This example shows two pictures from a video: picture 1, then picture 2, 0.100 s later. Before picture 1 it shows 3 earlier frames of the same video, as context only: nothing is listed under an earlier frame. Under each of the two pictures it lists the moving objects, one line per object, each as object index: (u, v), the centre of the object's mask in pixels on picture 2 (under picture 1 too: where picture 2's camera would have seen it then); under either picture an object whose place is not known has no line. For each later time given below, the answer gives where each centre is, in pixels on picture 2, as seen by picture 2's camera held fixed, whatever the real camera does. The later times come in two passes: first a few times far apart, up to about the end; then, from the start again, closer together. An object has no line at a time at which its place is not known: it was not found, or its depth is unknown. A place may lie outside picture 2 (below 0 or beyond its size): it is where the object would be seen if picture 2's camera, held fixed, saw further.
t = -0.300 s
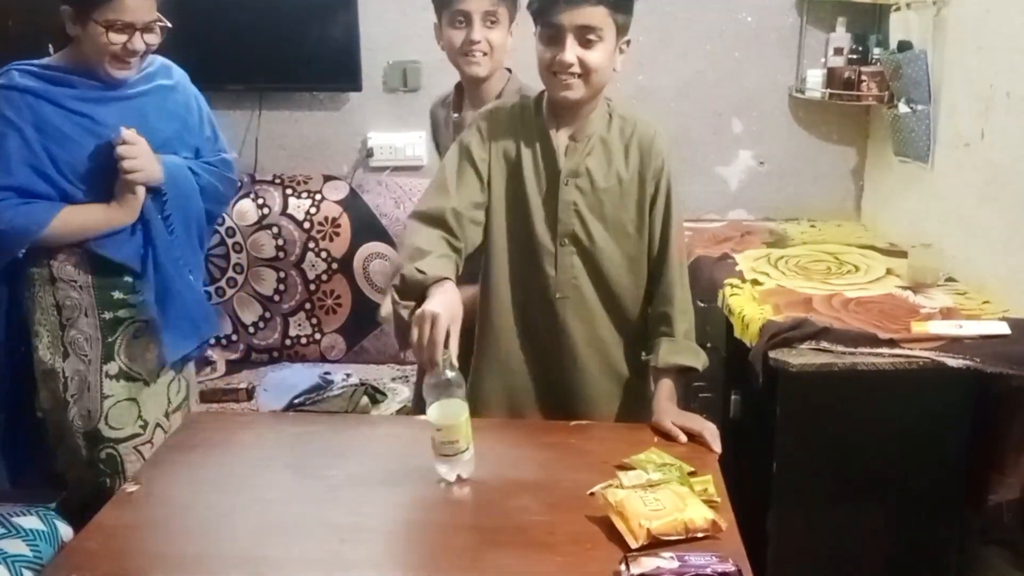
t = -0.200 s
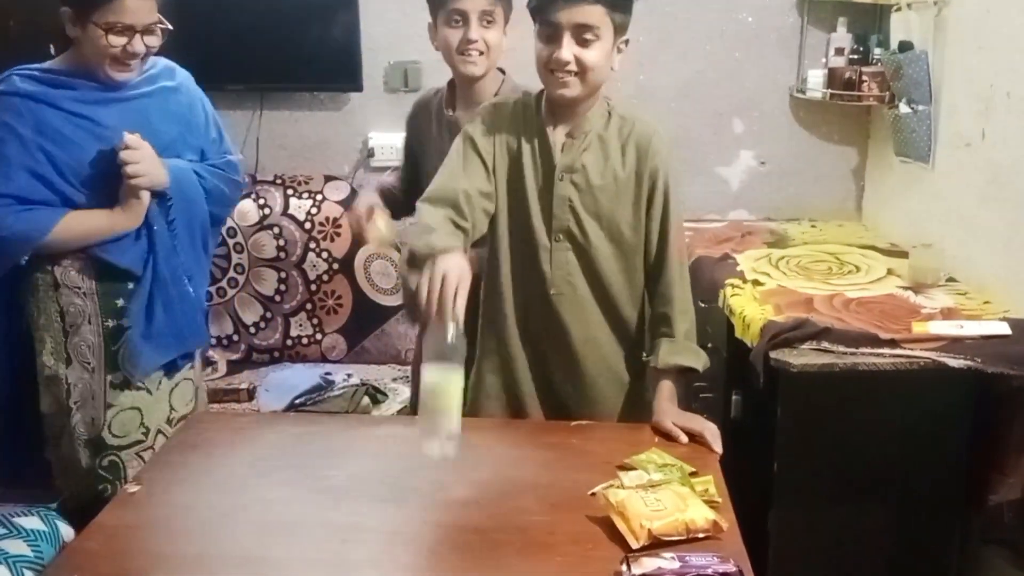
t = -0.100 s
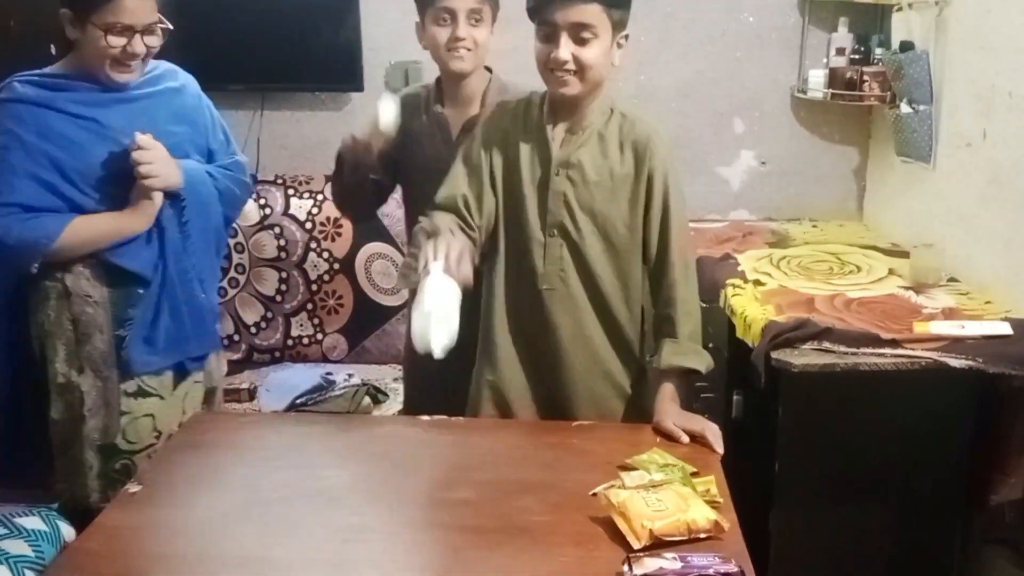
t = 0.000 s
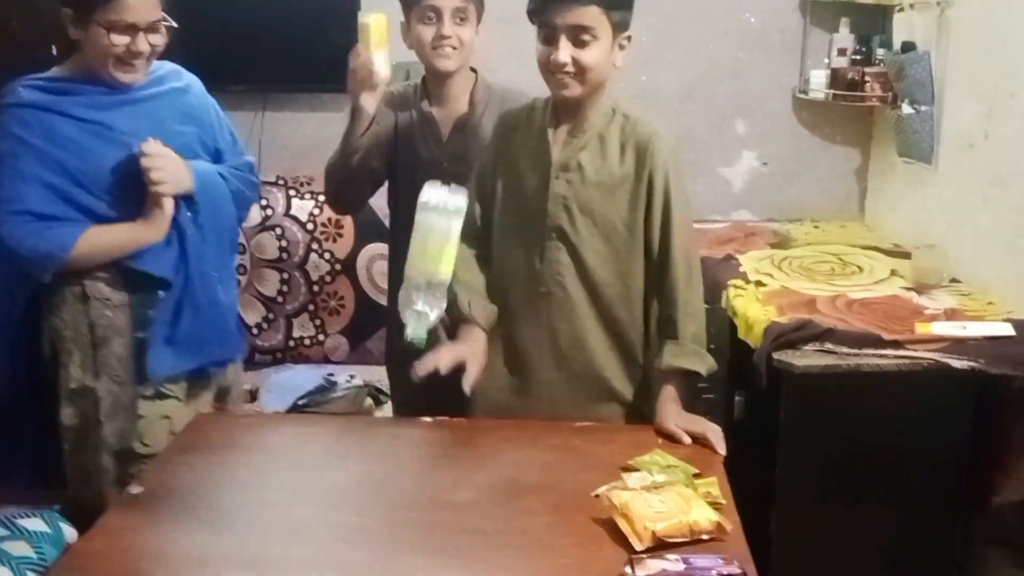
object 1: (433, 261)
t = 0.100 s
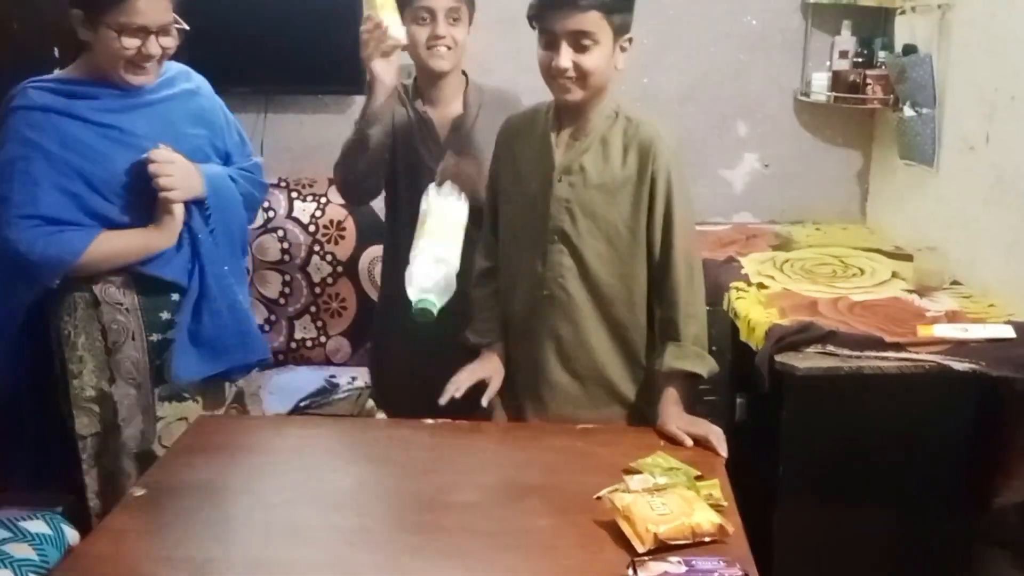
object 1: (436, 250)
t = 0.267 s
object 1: (439, 422)
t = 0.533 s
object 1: (455, 543)
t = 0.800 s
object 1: (451, 545)
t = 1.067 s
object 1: (454, 544)
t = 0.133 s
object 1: (437, 265)
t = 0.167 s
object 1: (437, 290)
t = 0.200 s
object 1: (438, 324)
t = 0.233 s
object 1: (438, 370)
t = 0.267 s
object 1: (439, 422)
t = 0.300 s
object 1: (440, 481)
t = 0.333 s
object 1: (450, 512)
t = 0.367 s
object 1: (446, 539)
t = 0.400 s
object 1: (447, 541)
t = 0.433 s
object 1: (451, 542)
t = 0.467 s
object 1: (452, 543)
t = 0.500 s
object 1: (454, 543)
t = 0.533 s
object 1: (455, 543)
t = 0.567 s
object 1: (457, 543)
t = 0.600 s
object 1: (457, 544)
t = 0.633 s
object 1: (457, 544)
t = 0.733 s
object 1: (453, 545)
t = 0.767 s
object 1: (451, 545)
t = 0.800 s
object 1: (451, 545)
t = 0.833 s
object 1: (451, 545)
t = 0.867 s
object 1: (451, 545)
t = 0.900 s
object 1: (451, 545)
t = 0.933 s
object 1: (452, 545)
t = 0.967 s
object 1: (453, 545)
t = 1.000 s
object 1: (453, 544)
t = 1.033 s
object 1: (453, 544)
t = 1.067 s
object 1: (454, 544)
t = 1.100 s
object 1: (454, 544)
